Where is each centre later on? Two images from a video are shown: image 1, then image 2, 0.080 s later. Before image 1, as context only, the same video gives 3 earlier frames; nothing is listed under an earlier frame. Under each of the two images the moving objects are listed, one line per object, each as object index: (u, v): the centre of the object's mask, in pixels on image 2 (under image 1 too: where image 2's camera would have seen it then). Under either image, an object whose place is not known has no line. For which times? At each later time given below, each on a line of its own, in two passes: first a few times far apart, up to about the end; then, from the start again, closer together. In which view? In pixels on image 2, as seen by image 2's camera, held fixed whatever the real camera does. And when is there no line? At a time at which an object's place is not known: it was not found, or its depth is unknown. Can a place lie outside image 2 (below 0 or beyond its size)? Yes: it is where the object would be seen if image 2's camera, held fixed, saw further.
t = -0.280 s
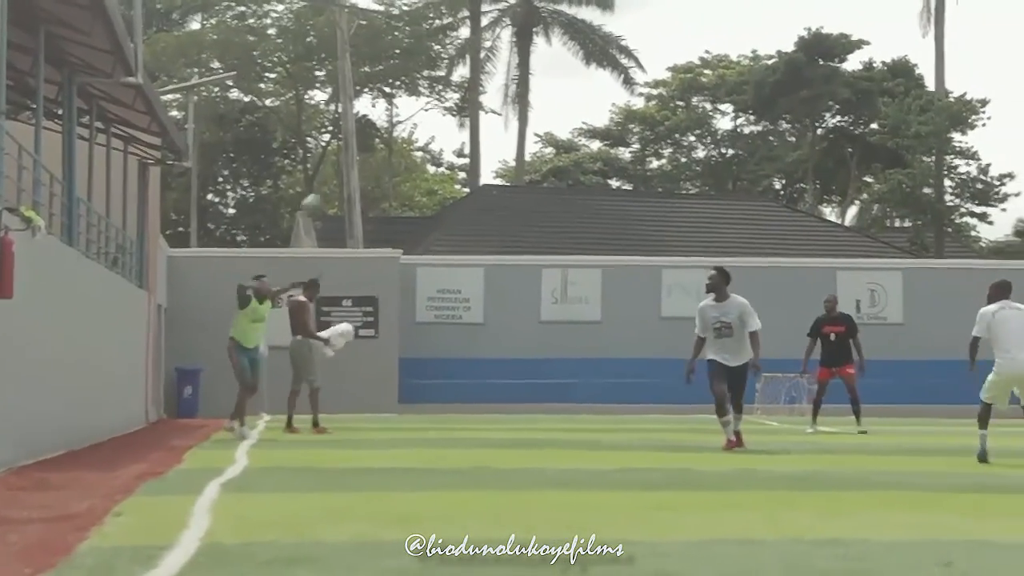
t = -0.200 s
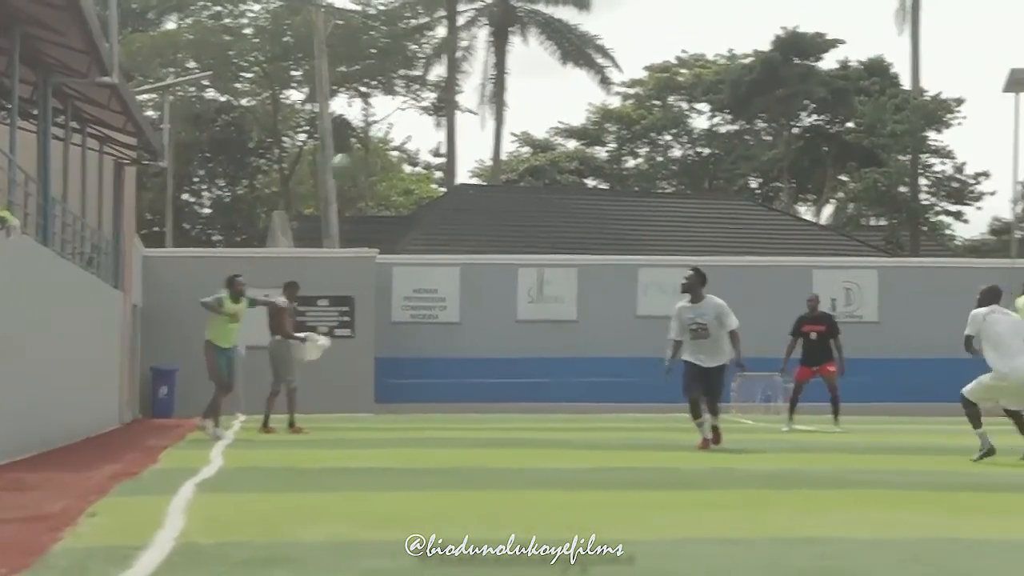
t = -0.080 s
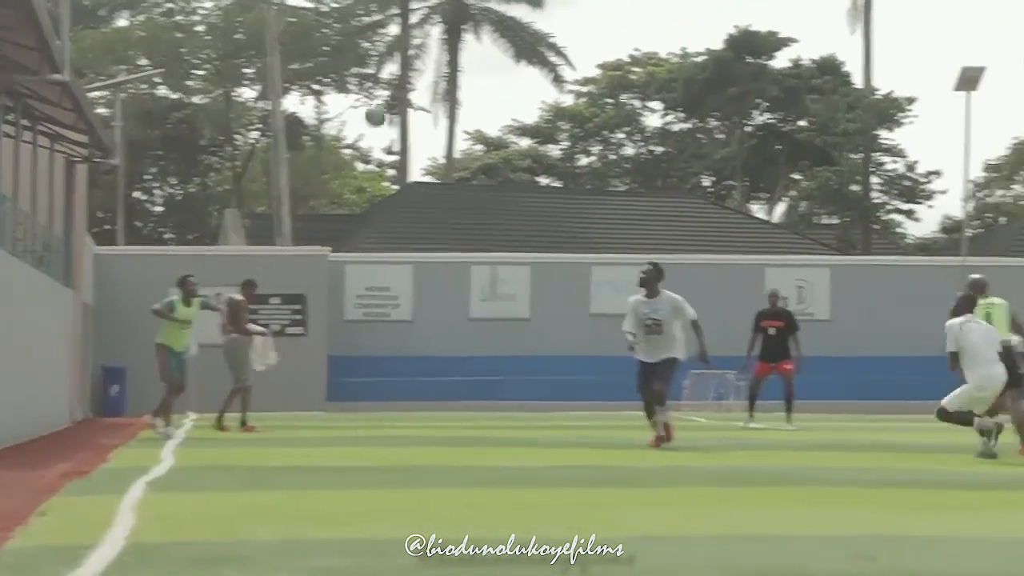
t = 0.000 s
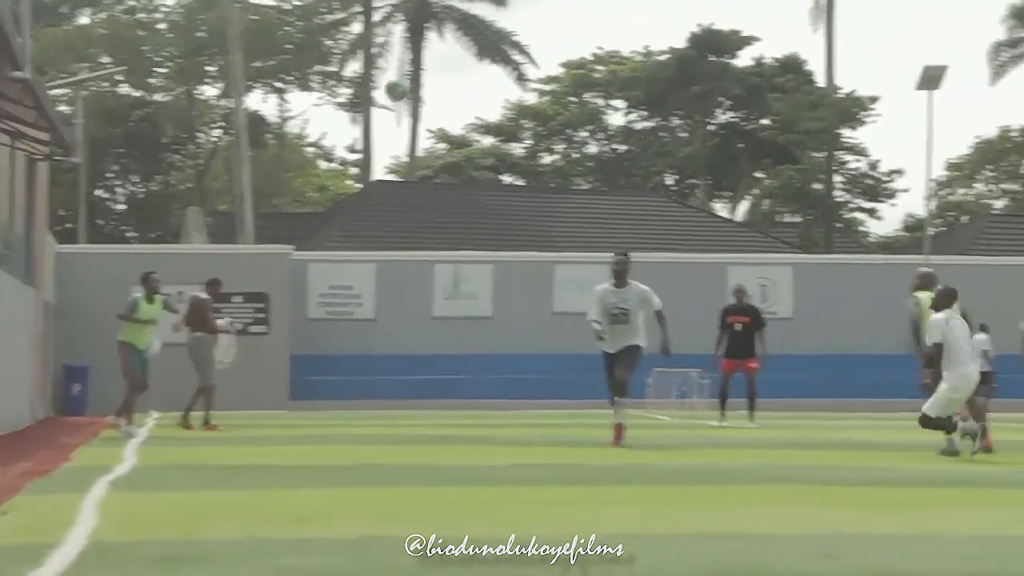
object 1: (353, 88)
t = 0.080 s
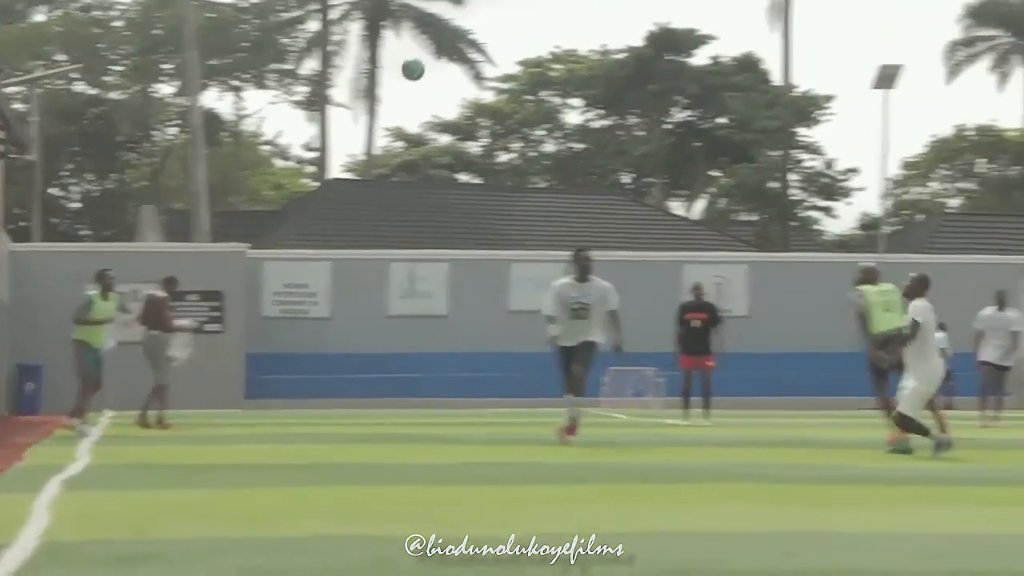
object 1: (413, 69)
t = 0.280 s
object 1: (571, 49)
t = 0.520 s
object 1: (782, 81)
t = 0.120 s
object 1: (443, 61)
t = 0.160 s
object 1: (474, 56)
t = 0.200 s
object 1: (505, 53)
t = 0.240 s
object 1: (537, 50)
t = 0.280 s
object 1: (571, 49)
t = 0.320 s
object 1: (603, 50)
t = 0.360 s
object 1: (639, 52)
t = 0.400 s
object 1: (673, 53)
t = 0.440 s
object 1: (711, 62)
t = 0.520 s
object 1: (782, 81)
